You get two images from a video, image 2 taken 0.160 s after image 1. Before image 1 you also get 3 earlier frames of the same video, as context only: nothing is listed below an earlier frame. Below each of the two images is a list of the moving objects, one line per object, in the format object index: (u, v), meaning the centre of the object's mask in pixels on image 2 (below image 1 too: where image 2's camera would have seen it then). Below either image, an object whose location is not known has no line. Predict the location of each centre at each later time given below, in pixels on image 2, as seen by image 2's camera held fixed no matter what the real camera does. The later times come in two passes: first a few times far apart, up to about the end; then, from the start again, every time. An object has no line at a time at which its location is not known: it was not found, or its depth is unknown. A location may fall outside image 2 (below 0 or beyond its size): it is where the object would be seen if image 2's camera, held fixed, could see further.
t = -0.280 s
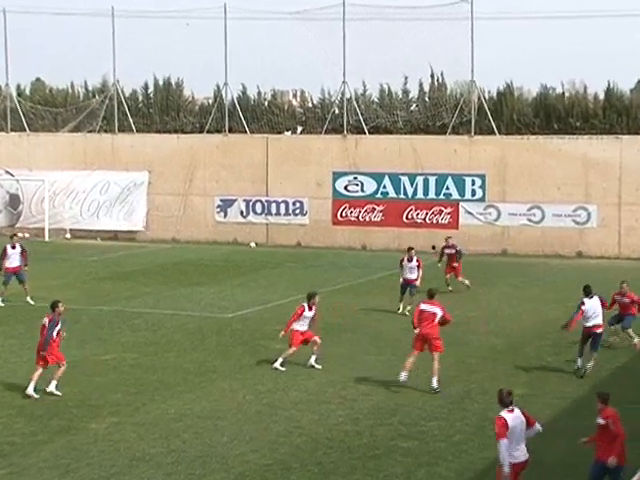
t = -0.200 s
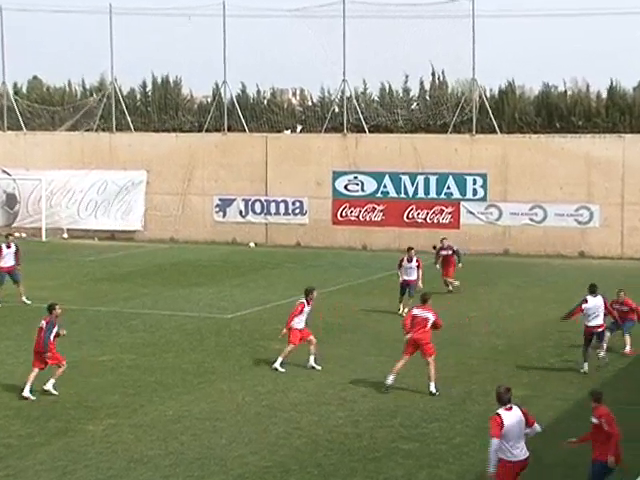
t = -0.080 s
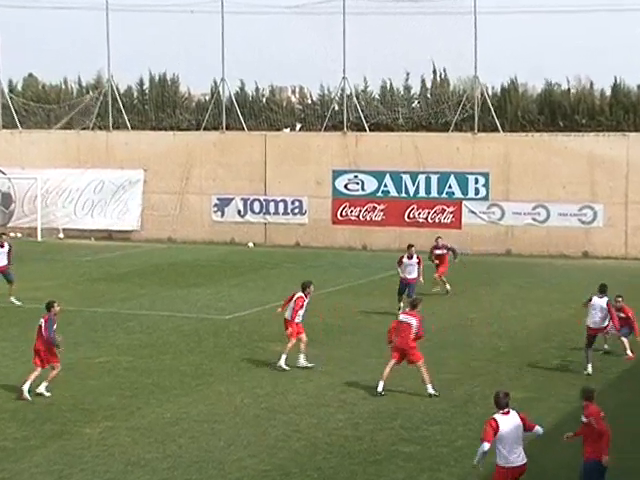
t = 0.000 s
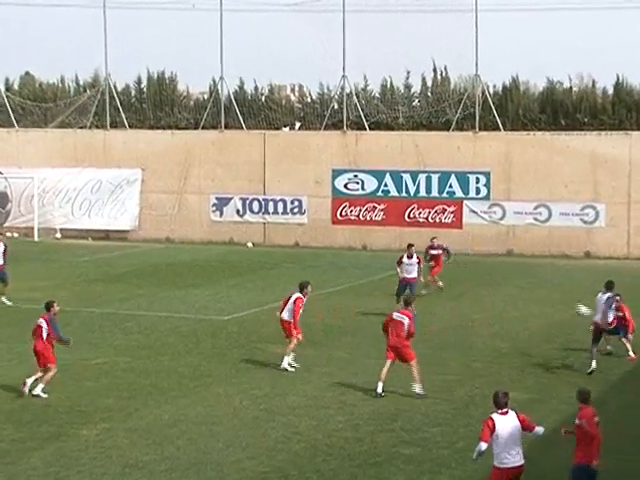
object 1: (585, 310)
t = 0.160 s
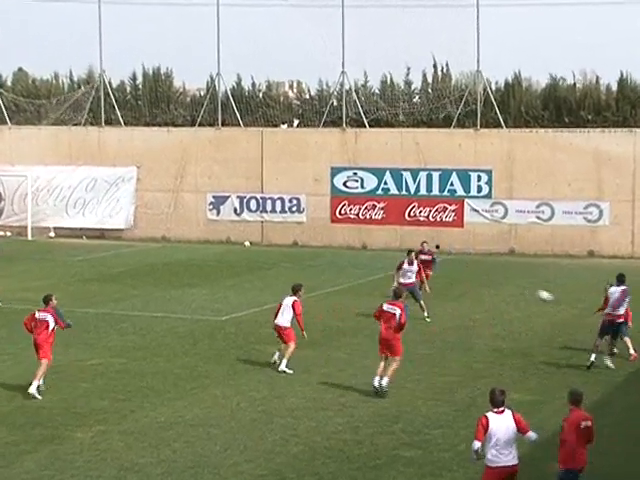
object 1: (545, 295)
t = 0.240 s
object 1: (524, 293)
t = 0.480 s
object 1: (467, 304)
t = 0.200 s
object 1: (534, 294)
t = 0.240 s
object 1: (524, 293)
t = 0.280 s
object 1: (515, 293)
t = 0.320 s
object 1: (505, 293)
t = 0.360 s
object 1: (495, 295)
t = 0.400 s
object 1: (486, 297)
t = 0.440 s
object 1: (477, 300)
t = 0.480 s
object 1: (467, 304)
